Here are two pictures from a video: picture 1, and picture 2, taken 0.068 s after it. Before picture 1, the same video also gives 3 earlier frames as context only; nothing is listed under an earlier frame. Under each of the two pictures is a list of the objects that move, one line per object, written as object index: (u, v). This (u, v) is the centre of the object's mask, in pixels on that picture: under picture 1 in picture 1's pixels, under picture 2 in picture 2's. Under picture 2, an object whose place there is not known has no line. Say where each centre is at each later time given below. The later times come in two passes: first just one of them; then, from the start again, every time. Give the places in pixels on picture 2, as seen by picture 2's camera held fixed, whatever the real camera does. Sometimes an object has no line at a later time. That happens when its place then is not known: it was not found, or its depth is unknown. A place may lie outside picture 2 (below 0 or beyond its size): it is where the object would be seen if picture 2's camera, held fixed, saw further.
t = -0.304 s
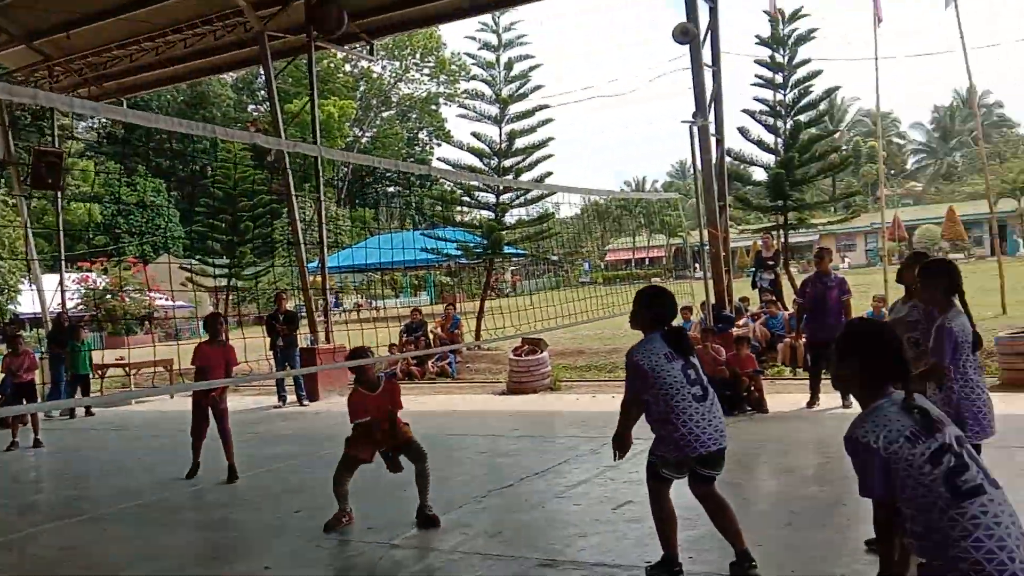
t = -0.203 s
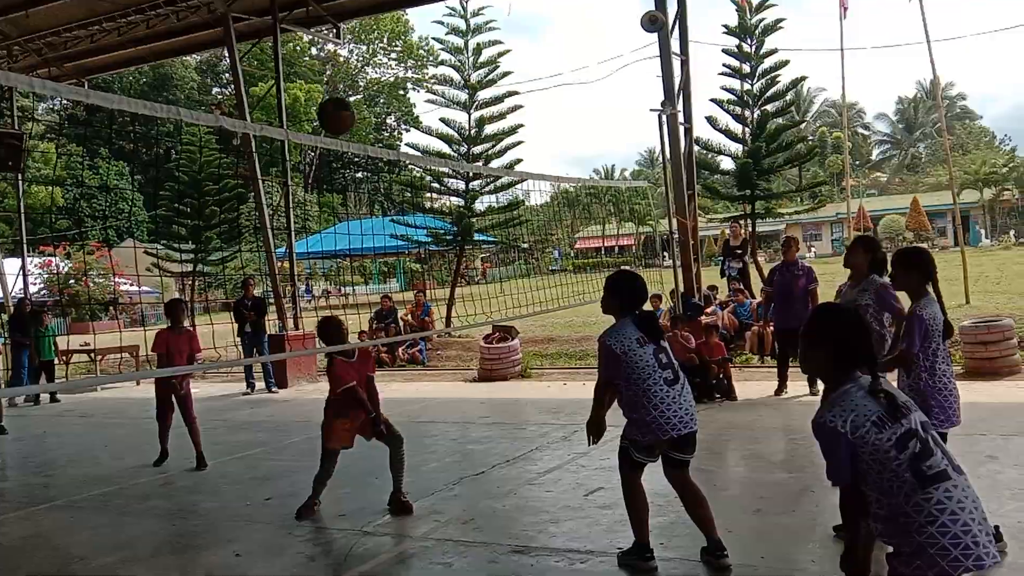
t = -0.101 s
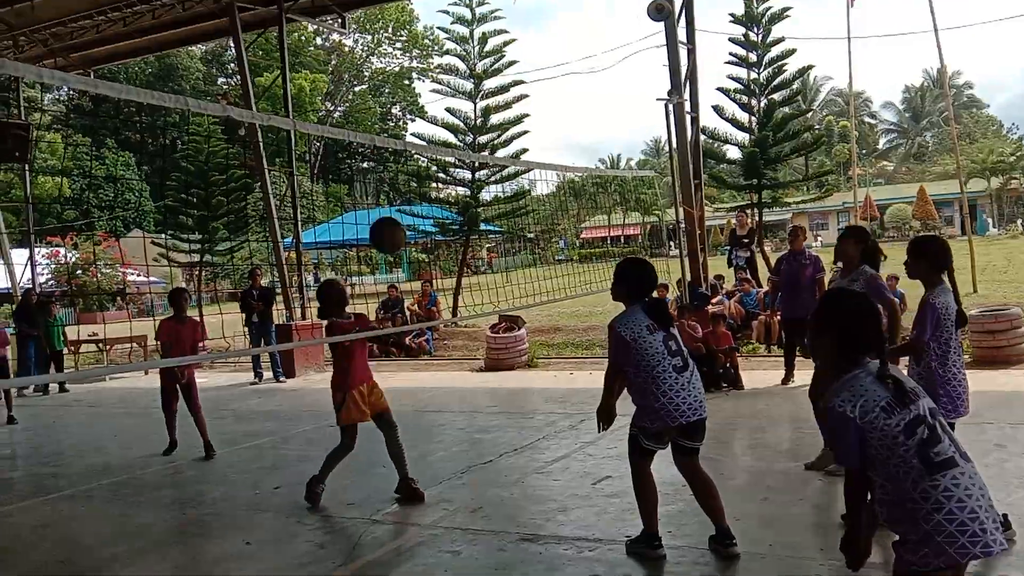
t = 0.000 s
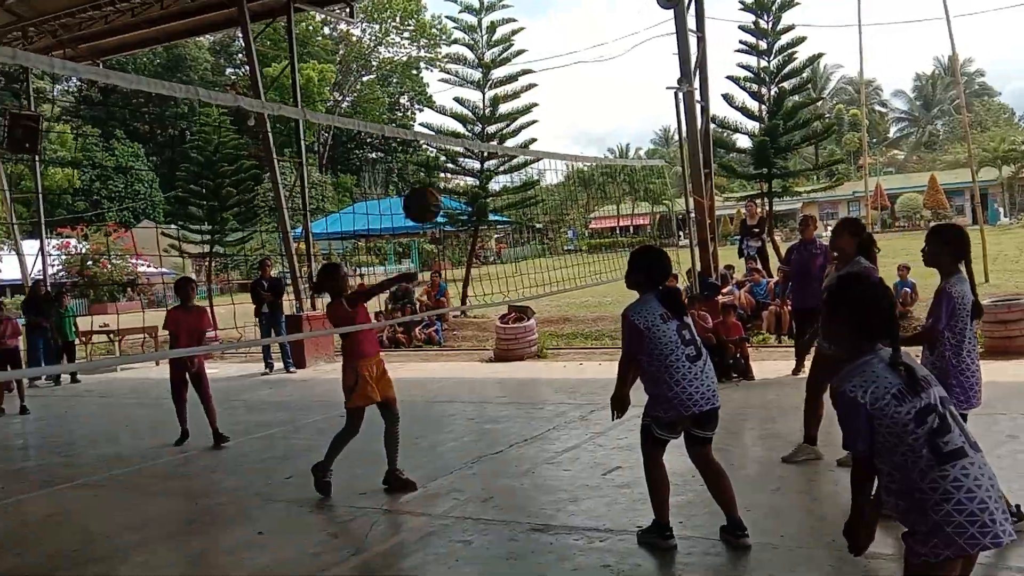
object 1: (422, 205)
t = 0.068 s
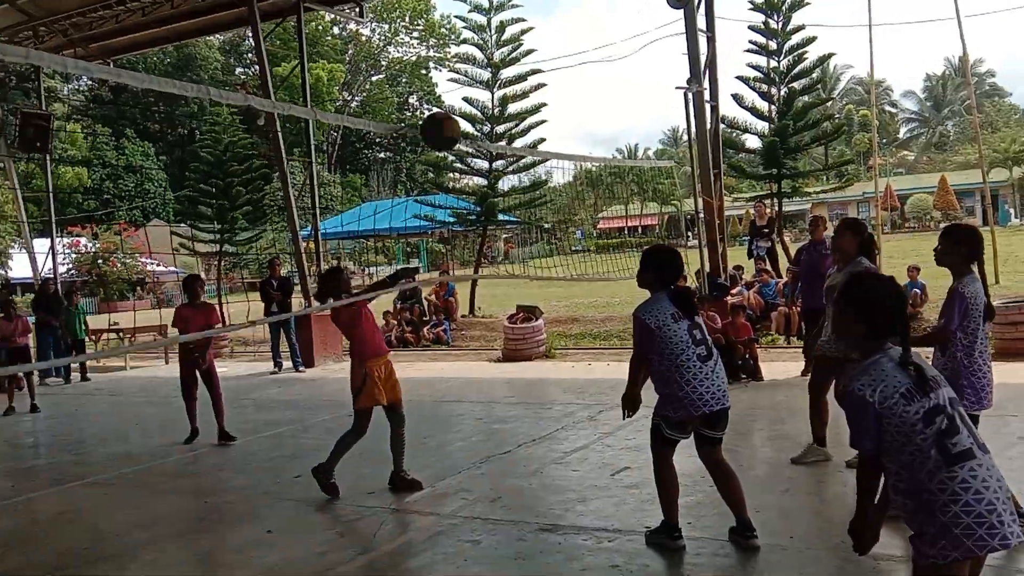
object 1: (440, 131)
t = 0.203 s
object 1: (433, 112)
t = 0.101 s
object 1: (439, 115)
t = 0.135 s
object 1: (438, 110)
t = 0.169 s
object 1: (435, 110)
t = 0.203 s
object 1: (433, 112)
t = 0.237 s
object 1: (432, 118)
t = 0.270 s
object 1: (430, 125)
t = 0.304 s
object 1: (428, 135)
